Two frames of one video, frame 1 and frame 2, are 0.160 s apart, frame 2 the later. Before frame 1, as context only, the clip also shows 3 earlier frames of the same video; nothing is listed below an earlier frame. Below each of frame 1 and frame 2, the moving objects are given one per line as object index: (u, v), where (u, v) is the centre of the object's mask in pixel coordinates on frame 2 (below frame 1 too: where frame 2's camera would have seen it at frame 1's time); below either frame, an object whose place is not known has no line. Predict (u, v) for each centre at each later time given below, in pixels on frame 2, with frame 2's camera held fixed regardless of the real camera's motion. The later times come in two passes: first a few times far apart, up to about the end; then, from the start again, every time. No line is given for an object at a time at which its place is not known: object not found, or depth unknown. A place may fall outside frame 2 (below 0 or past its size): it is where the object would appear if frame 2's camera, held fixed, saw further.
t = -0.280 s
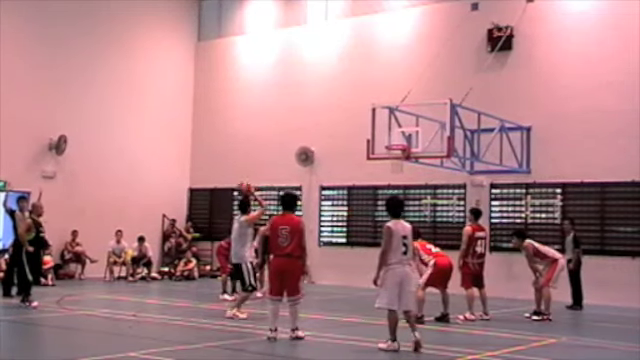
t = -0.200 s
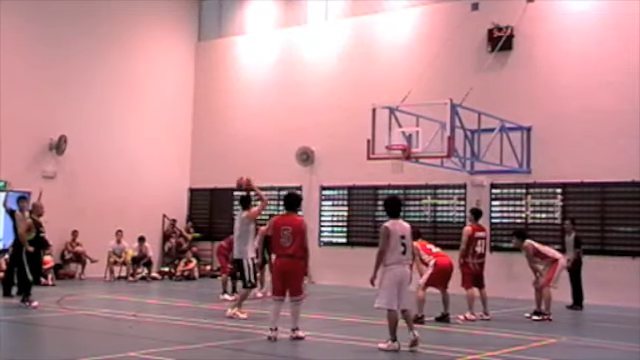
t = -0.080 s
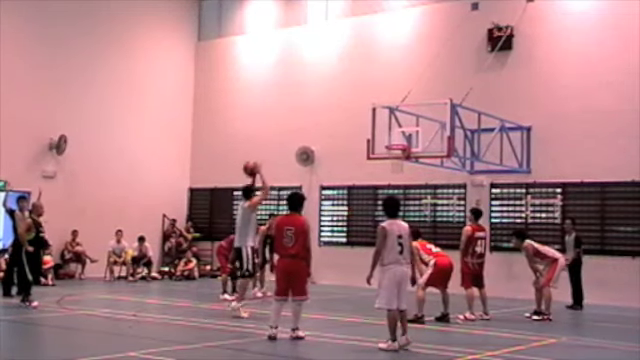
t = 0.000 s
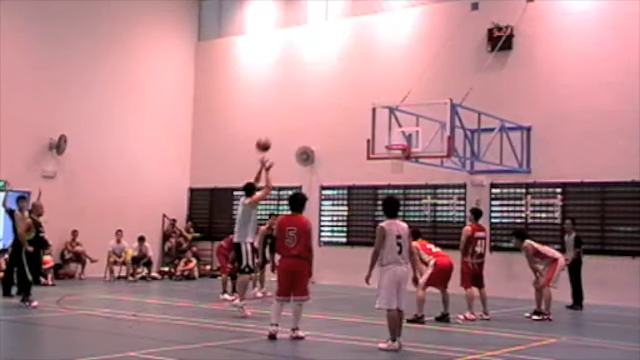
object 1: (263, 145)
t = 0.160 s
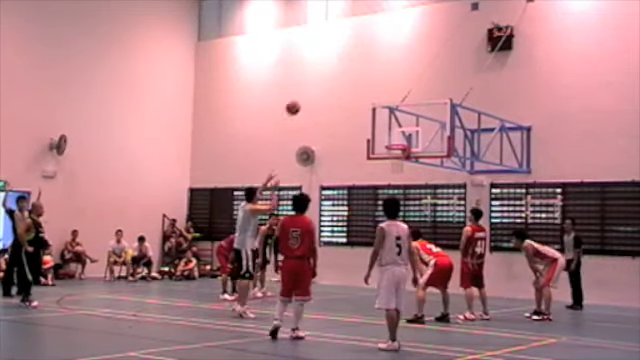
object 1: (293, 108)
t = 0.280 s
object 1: (312, 92)
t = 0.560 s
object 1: (352, 90)
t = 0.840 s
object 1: (386, 128)
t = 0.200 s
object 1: (299, 101)
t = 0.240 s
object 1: (306, 96)
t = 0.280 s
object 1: (312, 92)
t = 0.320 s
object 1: (318, 89)
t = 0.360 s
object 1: (324, 86)
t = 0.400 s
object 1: (330, 85)
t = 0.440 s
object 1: (336, 85)
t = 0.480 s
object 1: (342, 86)
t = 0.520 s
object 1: (347, 87)
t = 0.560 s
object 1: (352, 90)
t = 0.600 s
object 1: (358, 93)
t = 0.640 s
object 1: (363, 97)
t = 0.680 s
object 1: (368, 102)
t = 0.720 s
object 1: (373, 107)
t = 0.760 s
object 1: (377, 113)
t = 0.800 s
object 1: (382, 120)
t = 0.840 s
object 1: (386, 128)
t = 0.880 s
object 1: (391, 136)
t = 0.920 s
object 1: (395, 145)
